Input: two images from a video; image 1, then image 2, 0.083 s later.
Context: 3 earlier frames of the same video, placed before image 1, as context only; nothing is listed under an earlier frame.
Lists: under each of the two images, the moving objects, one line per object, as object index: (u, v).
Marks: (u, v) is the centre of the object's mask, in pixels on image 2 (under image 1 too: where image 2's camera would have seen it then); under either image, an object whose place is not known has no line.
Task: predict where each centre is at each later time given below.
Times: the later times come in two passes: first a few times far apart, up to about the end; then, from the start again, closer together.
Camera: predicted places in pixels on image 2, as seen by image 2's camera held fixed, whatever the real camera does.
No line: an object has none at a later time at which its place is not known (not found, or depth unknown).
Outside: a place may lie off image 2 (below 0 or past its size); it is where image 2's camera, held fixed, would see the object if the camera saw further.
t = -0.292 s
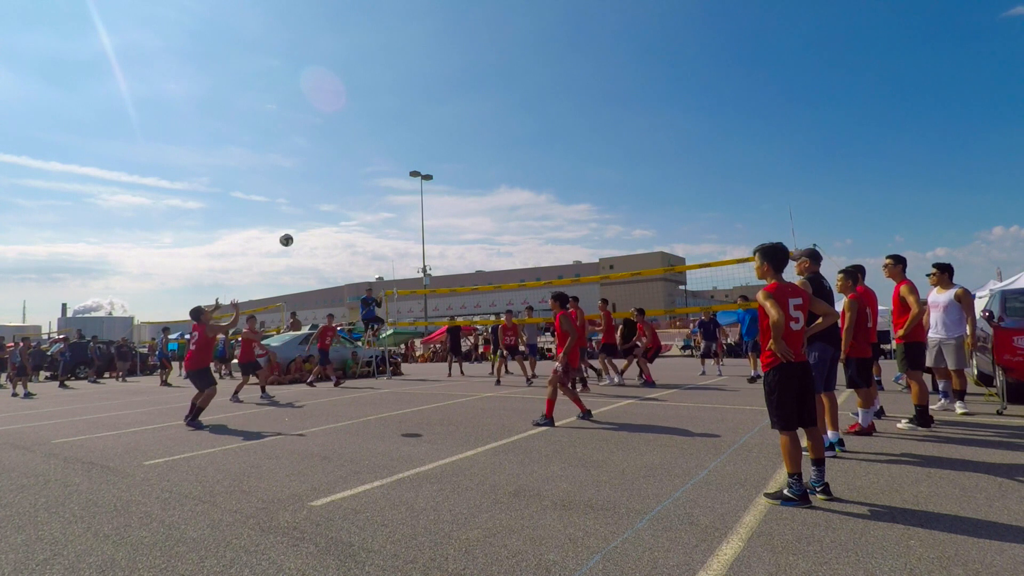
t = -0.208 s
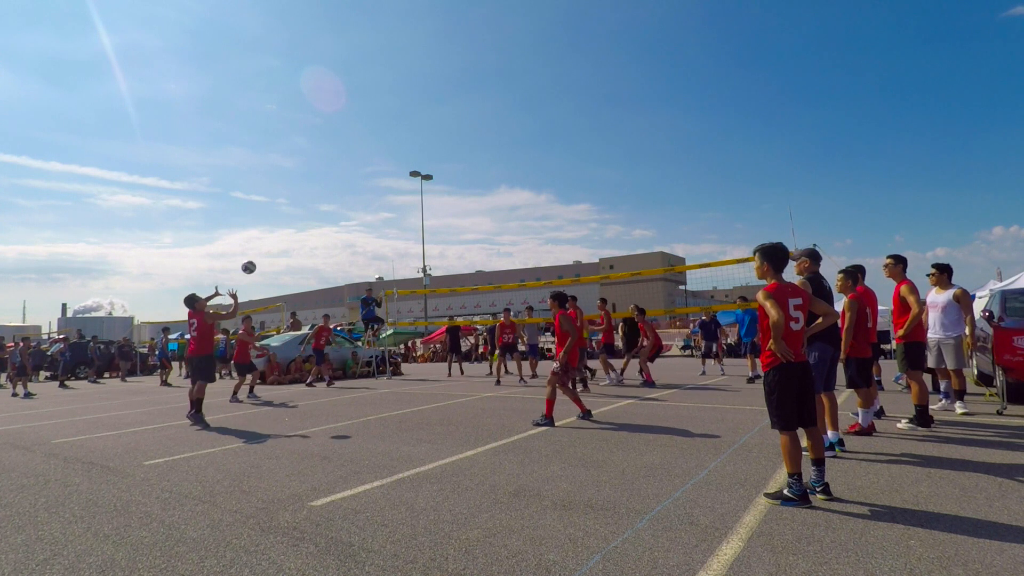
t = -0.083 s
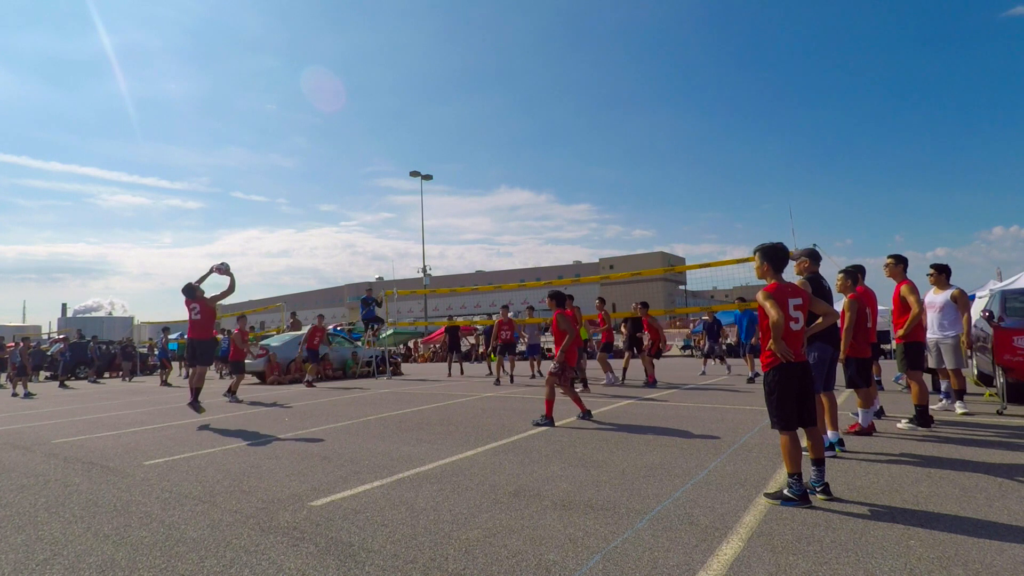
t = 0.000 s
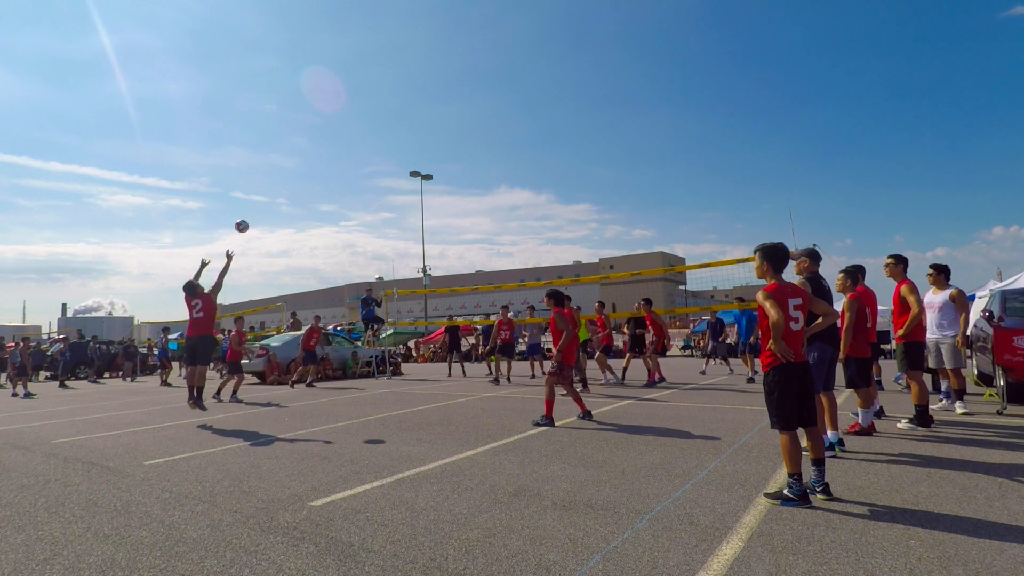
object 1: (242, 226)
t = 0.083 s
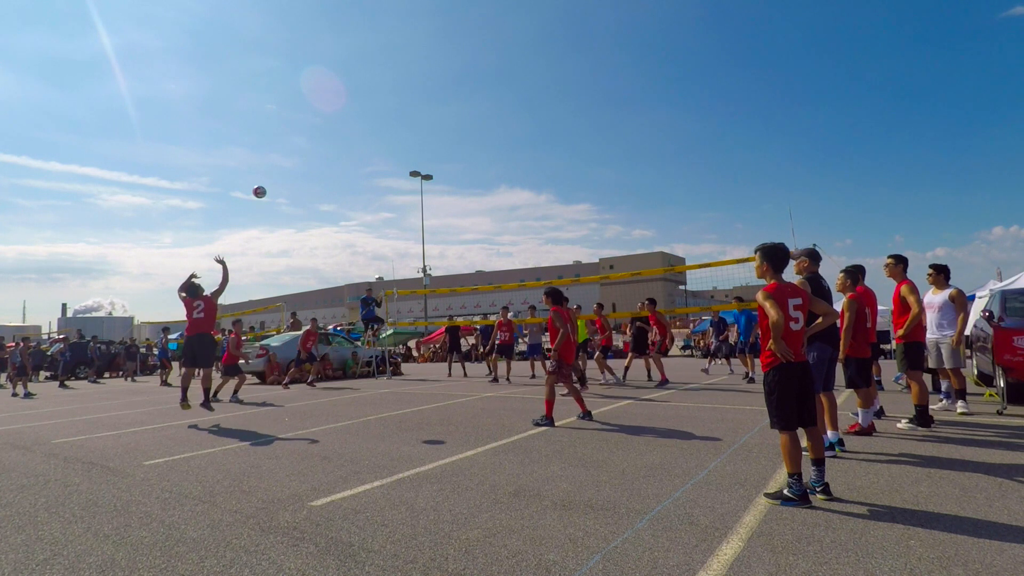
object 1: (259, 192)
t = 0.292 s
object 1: (296, 134)
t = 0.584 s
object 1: (336, 105)
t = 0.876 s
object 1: (368, 119)
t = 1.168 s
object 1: (394, 166)
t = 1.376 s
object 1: (410, 216)
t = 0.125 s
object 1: (267, 177)
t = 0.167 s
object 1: (275, 165)
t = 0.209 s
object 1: (282, 153)
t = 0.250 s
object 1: (289, 143)
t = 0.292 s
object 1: (296, 134)
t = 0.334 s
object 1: (303, 127)
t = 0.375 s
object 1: (309, 121)
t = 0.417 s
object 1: (315, 115)
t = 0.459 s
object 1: (320, 112)
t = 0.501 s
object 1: (326, 108)
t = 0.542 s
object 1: (331, 106)
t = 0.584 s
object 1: (336, 105)
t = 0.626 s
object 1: (341, 105)
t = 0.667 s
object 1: (346, 105)
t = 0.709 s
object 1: (351, 107)
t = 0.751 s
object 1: (355, 109)
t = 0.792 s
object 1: (360, 112)
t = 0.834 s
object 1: (364, 115)
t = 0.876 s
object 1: (368, 119)
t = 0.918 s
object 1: (372, 124)
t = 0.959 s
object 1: (376, 130)
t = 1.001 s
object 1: (380, 136)
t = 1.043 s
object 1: (384, 143)
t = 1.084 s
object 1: (387, 150)
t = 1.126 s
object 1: (391, 158)
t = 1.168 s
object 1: (394, 166)
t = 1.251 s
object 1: (401, 185)
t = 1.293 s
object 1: (404, 194)
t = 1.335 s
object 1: (407, 205)
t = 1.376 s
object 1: (410, 216)
